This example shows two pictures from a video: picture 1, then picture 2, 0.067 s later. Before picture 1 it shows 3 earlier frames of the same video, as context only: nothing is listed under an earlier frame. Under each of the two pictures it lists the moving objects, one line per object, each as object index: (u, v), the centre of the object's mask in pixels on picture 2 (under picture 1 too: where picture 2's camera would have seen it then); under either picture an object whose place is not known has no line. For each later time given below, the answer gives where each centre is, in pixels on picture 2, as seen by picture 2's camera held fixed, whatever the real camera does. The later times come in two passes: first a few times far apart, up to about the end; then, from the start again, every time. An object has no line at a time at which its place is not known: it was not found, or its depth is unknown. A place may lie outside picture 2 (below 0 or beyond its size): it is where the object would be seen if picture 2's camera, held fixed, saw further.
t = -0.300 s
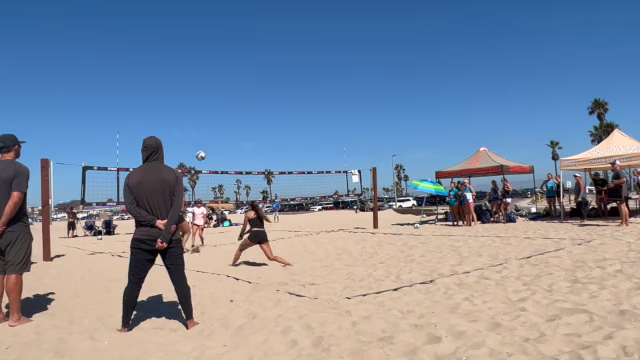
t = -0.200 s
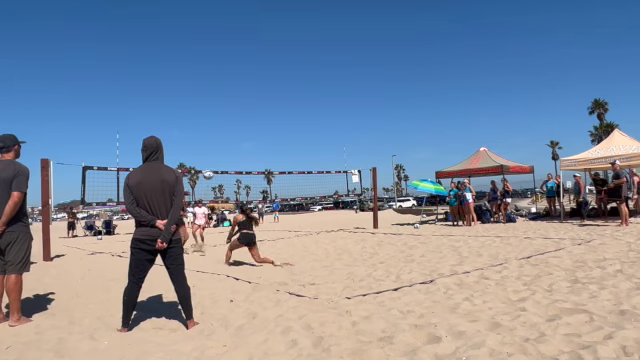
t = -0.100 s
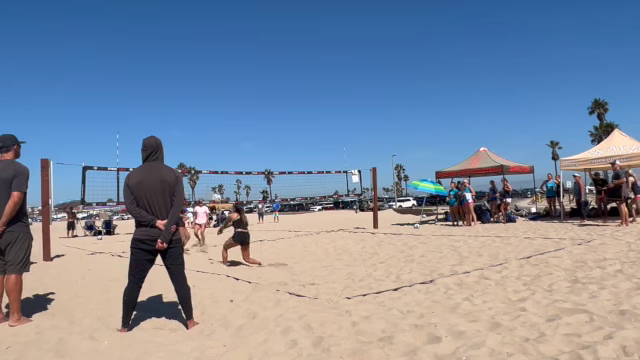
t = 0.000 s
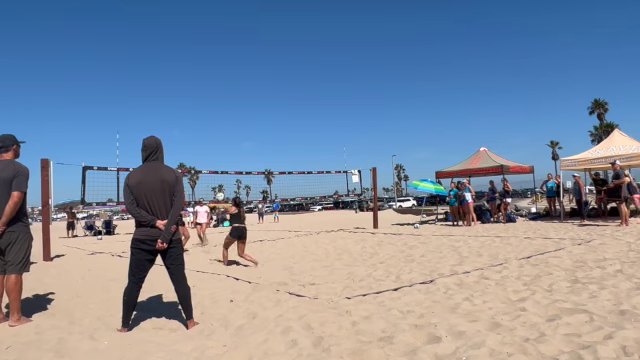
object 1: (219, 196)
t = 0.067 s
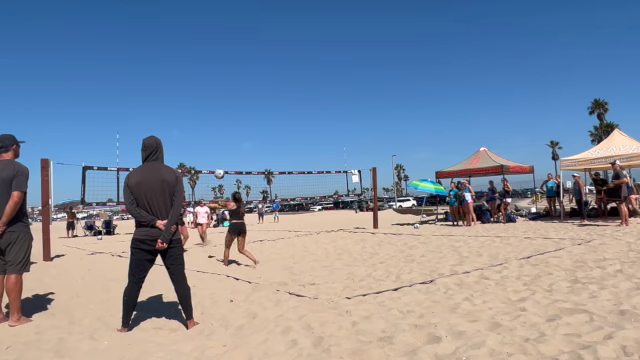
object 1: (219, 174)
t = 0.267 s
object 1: (218, 119)
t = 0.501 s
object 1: (219, 82)
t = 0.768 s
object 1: (220, 70)
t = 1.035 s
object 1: (225, 87)
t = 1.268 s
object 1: (230, 123)
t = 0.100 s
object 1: (219, 163)
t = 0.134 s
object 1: (219, 153)
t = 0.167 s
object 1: (218, 144)
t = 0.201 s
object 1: (218, 135)
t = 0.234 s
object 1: (218, 126)
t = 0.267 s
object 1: (218, 119)
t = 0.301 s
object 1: (218, 112)
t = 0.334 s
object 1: (218, 106)
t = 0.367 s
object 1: (218, 100)
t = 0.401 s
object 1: (218, 94)
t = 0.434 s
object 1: (218, 90)
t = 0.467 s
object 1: (218, 86)
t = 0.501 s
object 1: (219, 82)
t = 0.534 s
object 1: (219, 79)
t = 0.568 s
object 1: (219, 76)
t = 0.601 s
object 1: (219, 74)
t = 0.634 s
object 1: (219, 73)
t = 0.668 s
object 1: (220, 72)
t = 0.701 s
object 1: (220, 71)
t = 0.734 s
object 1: (220, 70)
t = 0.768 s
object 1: (220, 70)
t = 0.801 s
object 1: (221, 71)
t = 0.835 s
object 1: (221, 72)
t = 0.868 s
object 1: (222, 74)
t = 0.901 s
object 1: (222, 75)
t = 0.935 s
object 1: (223, 78)
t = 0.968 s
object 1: (223, 80)
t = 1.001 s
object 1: (224, 84)
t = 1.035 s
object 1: (225, 87)
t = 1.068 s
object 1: (225, 91)
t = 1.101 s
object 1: (226, 96)
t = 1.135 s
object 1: (227, 101)
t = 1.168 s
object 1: (228, 106)
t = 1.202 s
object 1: (228, 111)
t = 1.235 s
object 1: (229, 117)
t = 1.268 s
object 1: (230, 123)
